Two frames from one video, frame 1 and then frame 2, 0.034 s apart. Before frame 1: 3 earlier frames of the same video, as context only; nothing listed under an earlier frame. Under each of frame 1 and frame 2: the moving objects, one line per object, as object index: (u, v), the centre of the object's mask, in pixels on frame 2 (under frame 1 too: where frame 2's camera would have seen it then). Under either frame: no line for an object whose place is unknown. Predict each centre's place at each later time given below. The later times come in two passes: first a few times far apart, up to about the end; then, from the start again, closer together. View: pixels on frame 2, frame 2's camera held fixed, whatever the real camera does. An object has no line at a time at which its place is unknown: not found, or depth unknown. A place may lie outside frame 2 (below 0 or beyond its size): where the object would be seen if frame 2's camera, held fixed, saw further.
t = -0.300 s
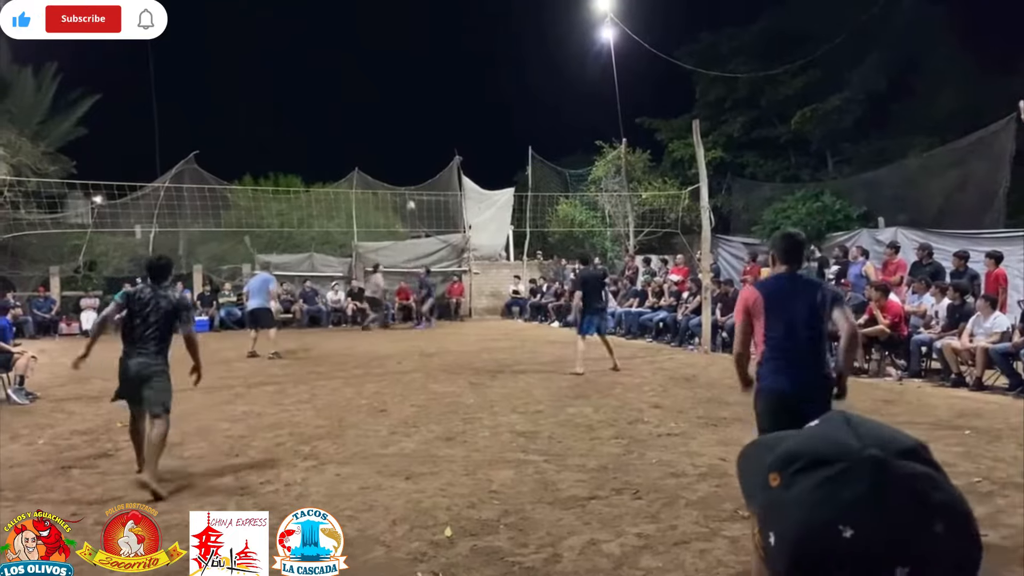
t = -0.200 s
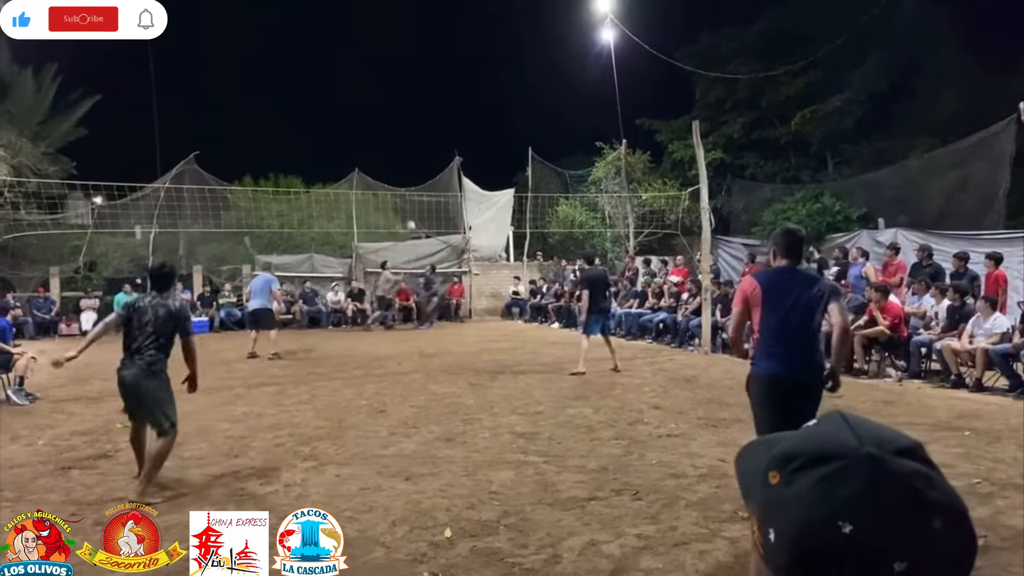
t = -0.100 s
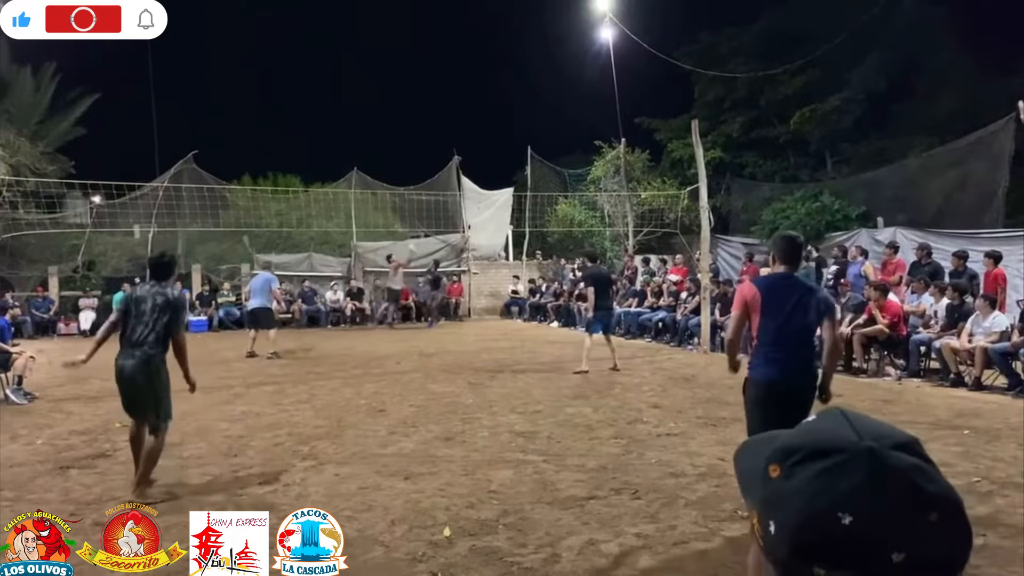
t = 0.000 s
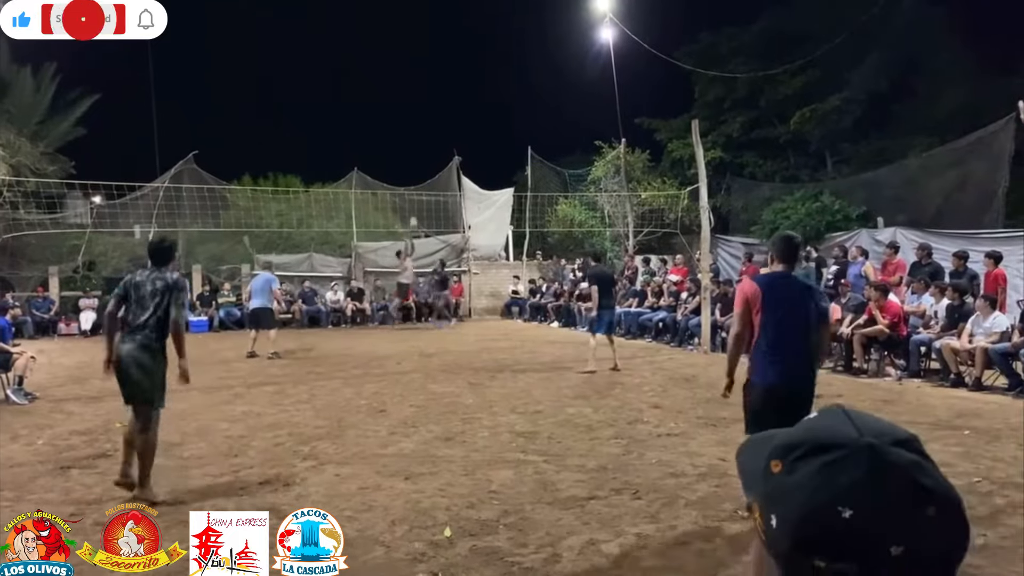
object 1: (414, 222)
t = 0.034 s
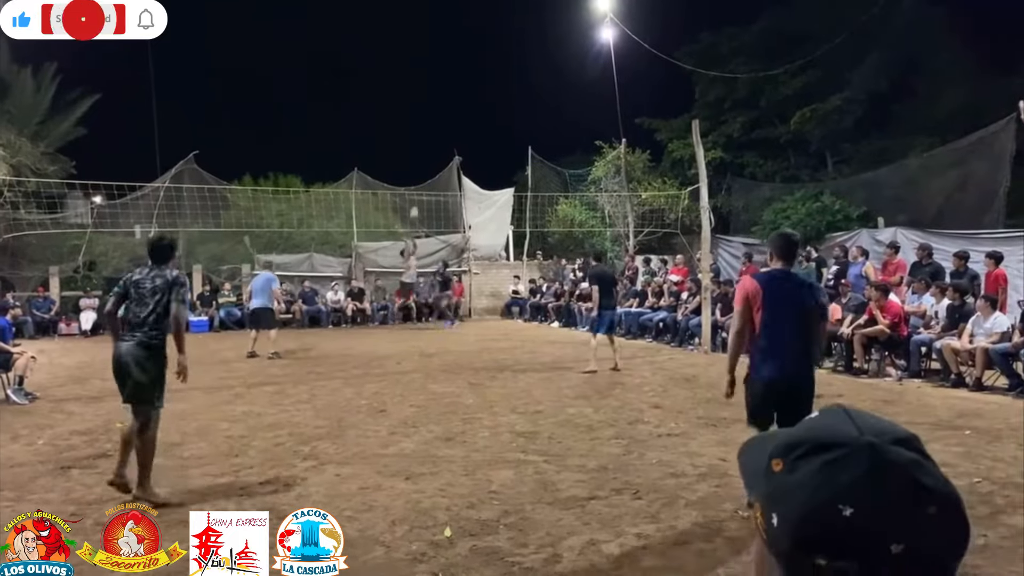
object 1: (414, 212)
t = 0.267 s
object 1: (419, 155)
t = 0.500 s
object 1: (424, 117)
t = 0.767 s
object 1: (431, 101)
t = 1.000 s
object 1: (438, 112)
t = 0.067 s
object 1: (414, 203)
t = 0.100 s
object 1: (415, 194)
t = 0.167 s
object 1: (416, 177)
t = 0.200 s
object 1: (417, 169)
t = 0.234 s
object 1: (418, 162)
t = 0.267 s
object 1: (419, 155)
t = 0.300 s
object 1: (420, 148)
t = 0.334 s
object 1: (420, 142)
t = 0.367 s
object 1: (421, 136)
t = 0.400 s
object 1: (422, 131)
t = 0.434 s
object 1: (422, 126)
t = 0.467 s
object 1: (423, 121)
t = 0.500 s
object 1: (424, 117)
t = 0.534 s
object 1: (425, 113)
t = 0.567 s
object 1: (426, 110)
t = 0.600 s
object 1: (427, 107)
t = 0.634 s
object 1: (428, 105)
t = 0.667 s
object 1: (429, 103)
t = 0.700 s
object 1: (430, 102)
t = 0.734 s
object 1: (430, 102)
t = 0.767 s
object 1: (431, 101)
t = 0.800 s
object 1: (432, 101)
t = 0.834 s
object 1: (433, 101)
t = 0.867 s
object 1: (434, 102)
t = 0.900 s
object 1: (435, 104)
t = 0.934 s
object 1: (436, 106)
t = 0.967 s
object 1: (438, 109)
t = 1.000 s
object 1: (438, 112)
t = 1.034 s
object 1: (440, 116)
